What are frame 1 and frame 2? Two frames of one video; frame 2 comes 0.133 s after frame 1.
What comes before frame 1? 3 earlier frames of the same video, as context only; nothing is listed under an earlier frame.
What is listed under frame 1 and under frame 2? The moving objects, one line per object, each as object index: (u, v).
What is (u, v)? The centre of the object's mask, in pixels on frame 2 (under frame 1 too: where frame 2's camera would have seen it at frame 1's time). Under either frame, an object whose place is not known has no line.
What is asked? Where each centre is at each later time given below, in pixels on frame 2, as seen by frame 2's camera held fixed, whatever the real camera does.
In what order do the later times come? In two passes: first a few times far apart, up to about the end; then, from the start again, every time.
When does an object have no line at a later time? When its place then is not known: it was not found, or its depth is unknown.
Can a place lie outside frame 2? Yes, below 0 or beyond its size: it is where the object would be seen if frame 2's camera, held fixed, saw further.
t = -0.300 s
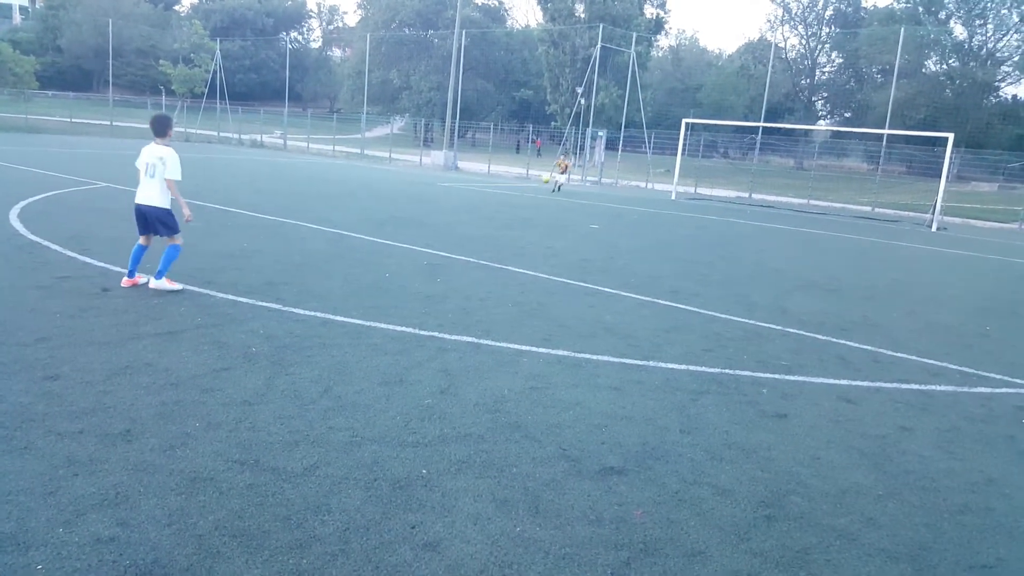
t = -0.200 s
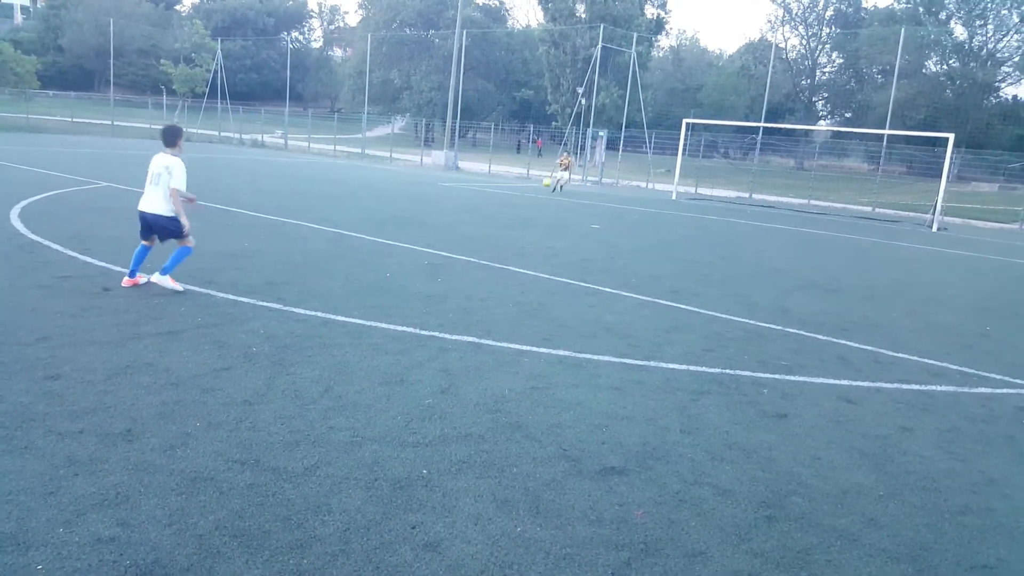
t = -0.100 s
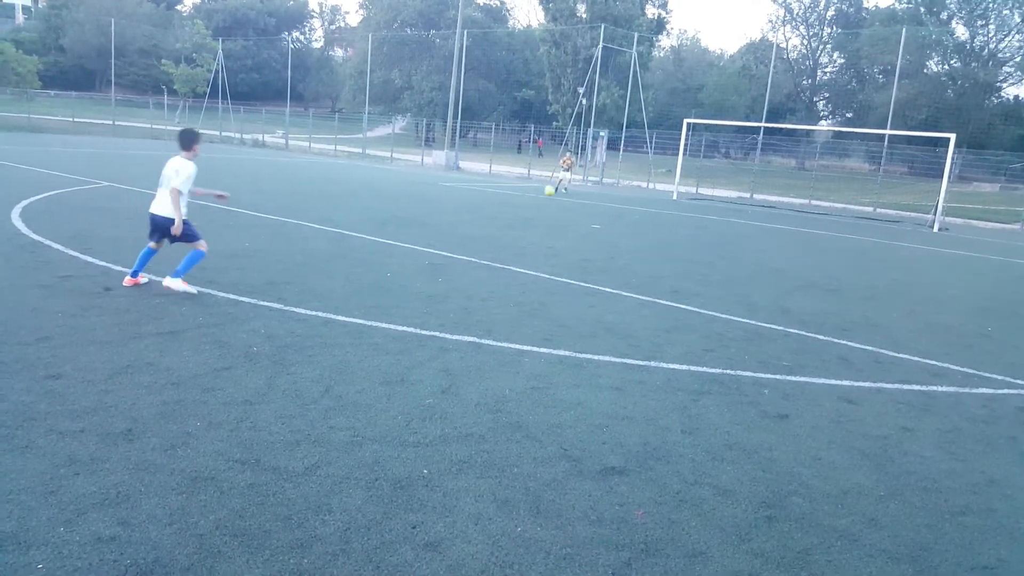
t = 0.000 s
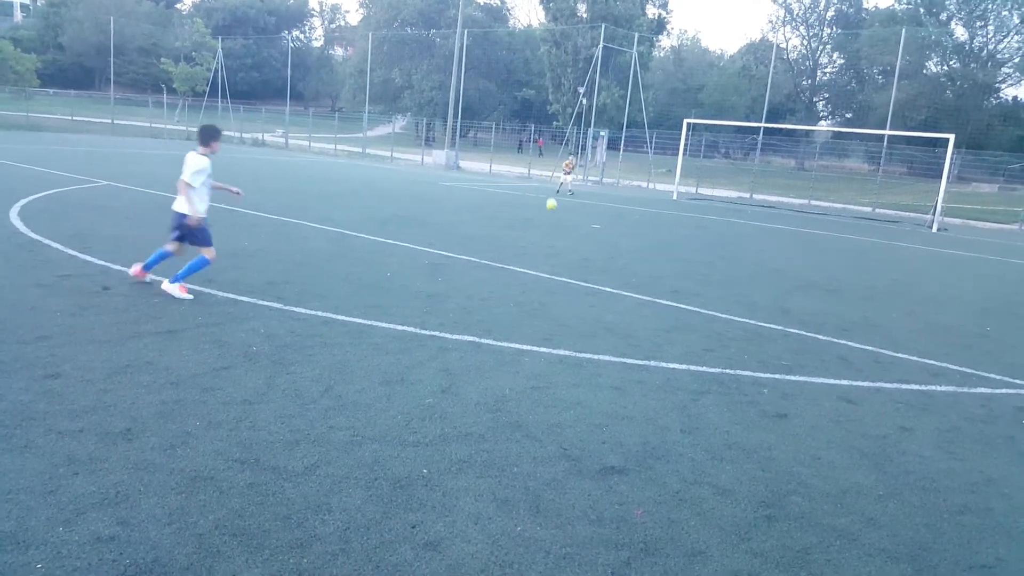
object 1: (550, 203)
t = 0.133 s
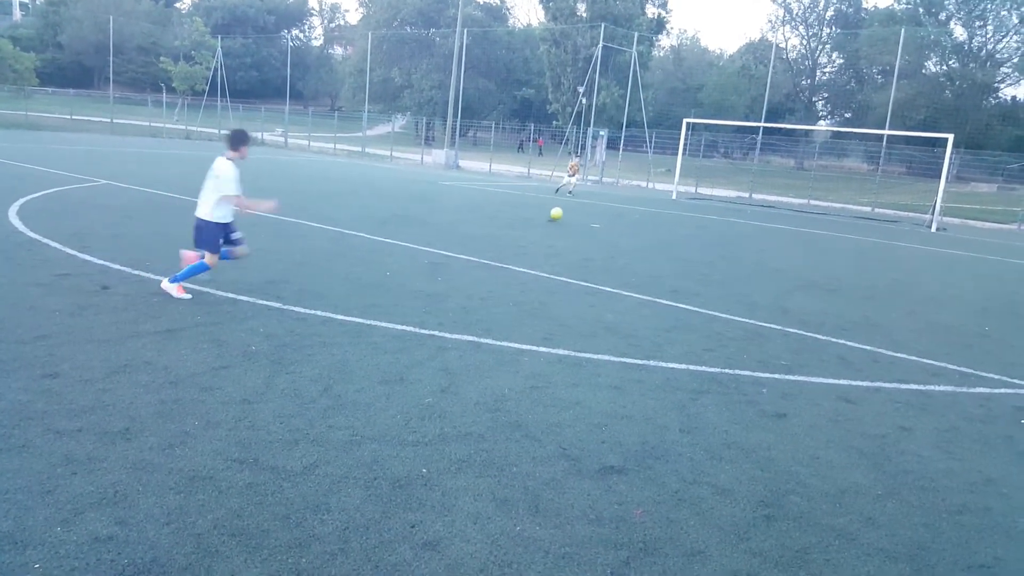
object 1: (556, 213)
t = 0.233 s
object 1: (562, 213)
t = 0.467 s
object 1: (579, 242)
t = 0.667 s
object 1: (603, 249)
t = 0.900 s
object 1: (637, 290)
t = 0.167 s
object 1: (558, 212)
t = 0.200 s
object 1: (560, 212)
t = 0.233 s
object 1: (562, 213)
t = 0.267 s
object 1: (564, 214)
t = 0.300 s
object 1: (566, 216)
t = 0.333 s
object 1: (569, 219)
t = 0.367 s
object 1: (571, 224)
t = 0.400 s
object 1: (574, 228)
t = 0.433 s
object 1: (576, 235)
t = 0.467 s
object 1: (579, 242)
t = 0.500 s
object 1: (582, 248)
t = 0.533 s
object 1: (586, 247)
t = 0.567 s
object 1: (590, 246)
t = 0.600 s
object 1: (594, 246)
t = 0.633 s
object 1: (598, 247)
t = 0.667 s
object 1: (603, 249)
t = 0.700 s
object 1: (607, 252)
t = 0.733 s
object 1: (611, 256)
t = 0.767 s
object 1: (616, 262)
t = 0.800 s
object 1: (621, 270)
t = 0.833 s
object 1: (625, 279)
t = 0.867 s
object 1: (631, 289)
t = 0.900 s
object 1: (637, 290)
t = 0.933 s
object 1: (643, 290)
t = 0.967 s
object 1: (650, 291)
